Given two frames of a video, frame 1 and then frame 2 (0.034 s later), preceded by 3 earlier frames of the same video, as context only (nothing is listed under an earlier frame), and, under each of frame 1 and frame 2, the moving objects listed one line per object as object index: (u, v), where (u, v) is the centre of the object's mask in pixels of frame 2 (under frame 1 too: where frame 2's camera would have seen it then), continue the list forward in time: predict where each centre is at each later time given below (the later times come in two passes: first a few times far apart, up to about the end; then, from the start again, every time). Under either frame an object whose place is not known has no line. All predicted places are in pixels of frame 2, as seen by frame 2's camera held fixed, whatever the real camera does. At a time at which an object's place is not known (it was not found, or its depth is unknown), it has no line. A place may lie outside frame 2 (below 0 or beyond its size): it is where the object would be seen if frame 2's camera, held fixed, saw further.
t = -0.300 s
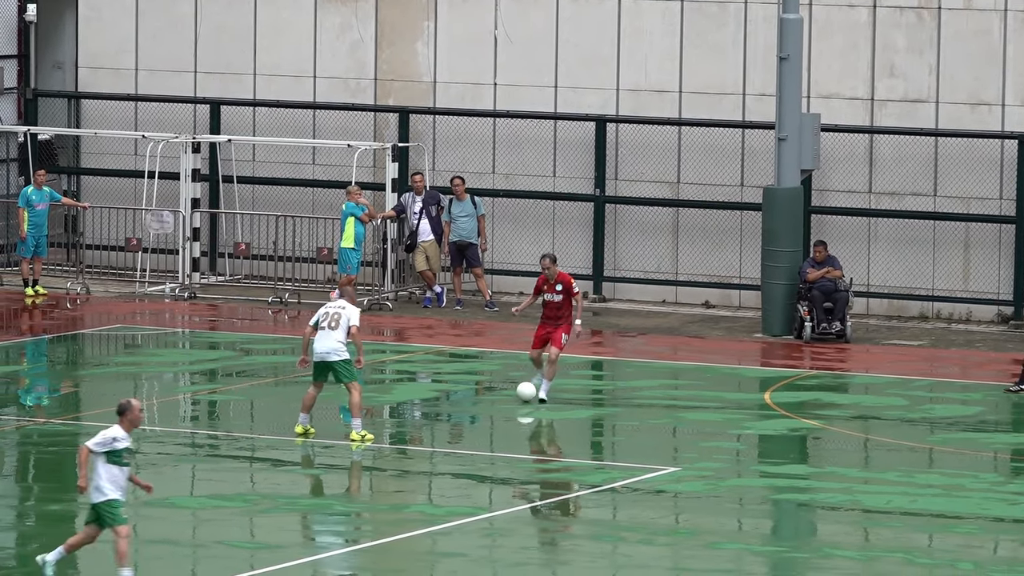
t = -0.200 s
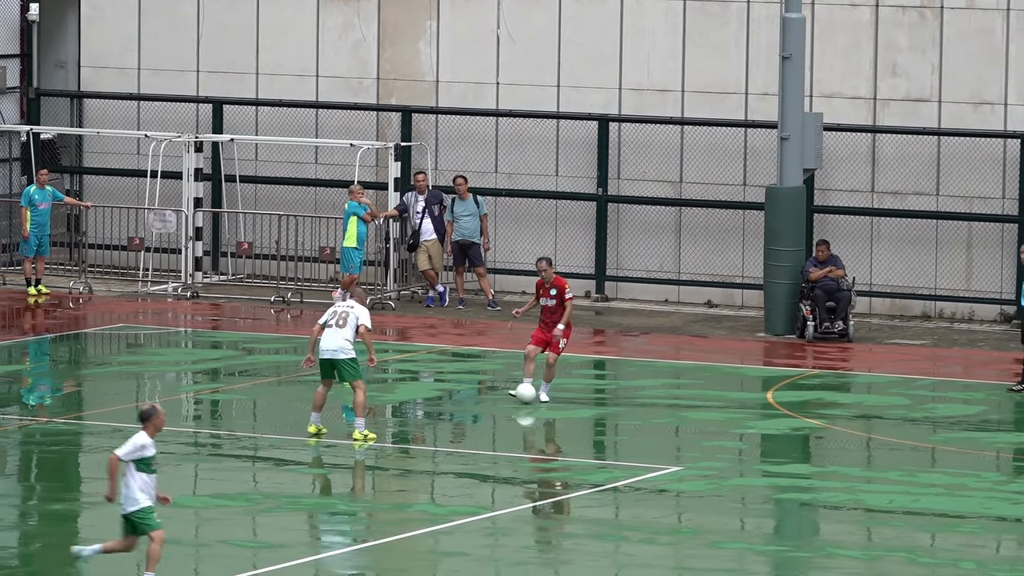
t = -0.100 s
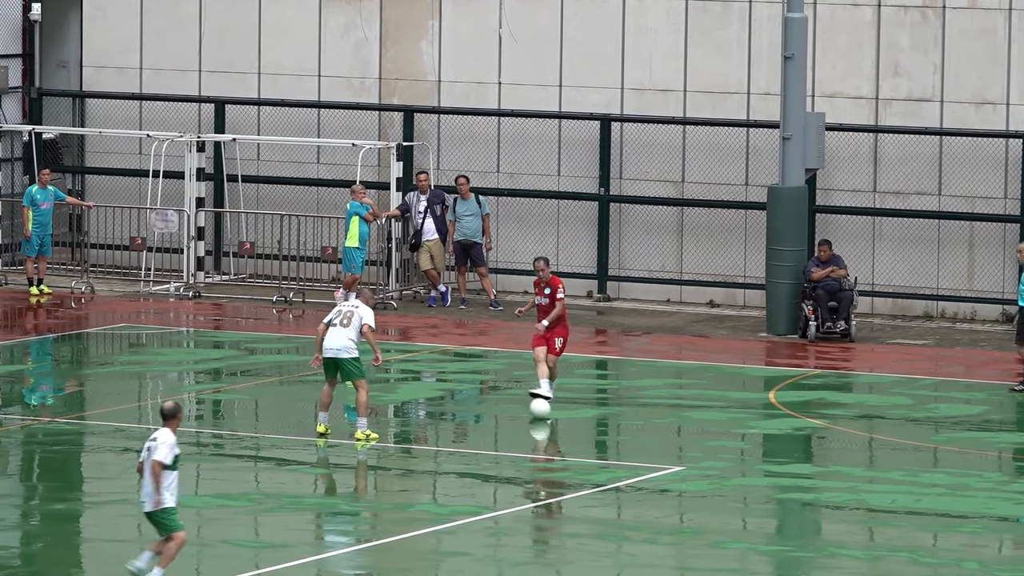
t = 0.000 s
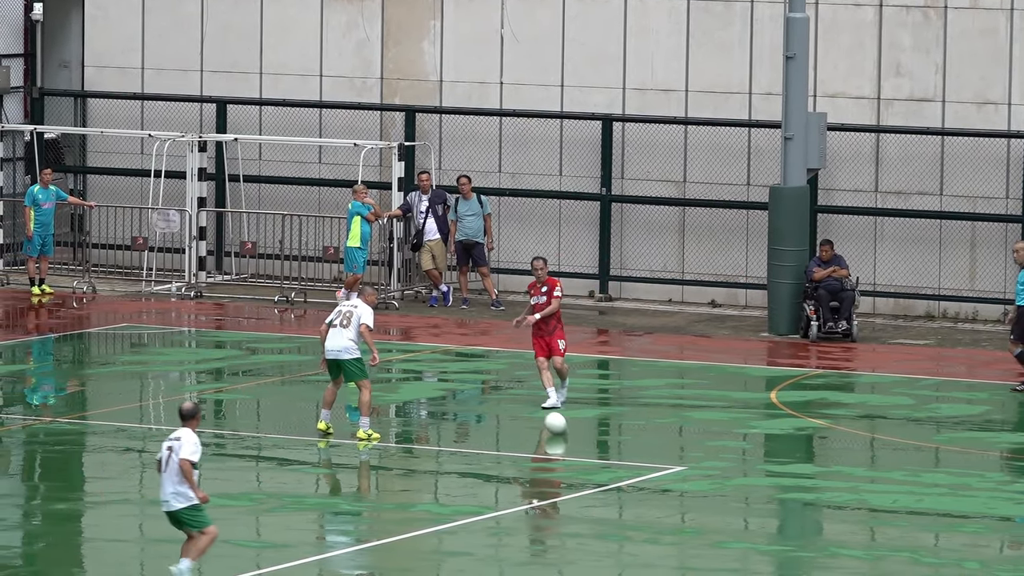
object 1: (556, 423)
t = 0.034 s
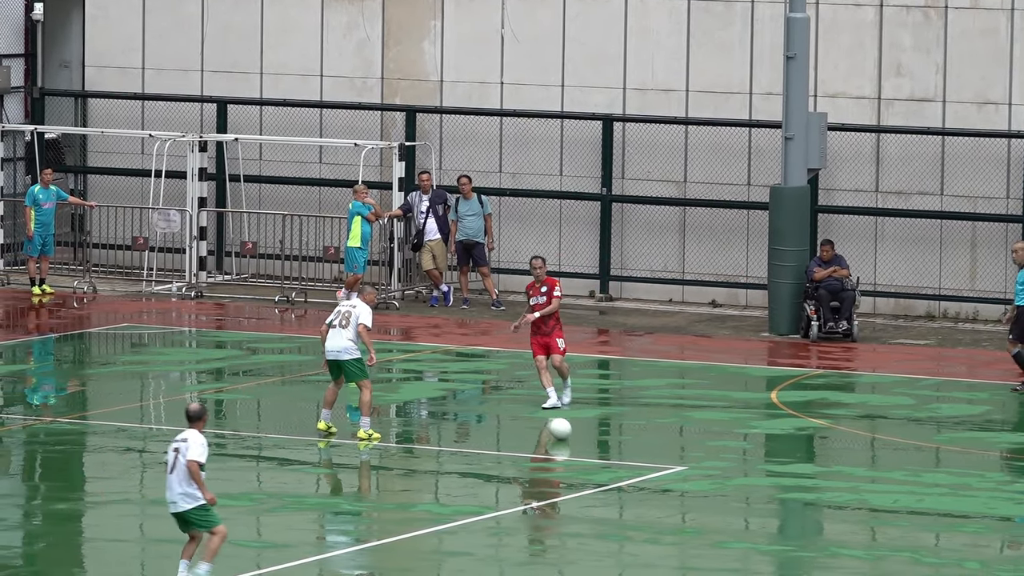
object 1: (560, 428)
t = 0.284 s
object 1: (598, 467)
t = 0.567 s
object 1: (645, 510)
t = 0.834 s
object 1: (694, 550)
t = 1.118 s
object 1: (749, 591)
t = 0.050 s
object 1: (563, 431)
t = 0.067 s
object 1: (565, 433)
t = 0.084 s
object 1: (568, 435)
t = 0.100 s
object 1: (570, 438)
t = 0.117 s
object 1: (573, 441)
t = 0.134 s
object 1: (575, 444)
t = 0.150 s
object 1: (578, 446)
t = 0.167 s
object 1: (581, 449)
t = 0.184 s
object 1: (583, 451)
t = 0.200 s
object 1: (585, 454)
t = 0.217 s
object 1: (588, 457)
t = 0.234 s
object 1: (591, 460)
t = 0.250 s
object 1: (593, 463)
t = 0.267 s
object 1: (596, 465)
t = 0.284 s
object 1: (598, 467)
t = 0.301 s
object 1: (601, 470)
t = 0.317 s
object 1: (604, 473)
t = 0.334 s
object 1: (606, 476)
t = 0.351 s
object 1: (608, 479)
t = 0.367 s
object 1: (611, 481)
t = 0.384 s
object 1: (614, 482)
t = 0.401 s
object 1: (617, 483)
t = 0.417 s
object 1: (619, 485)
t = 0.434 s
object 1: (622, 488)
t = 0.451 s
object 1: (625, 491)
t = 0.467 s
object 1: (628, 494)
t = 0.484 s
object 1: (630, 497)
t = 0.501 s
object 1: (633, 501)
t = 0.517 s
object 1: (636, 504)
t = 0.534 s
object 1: (639, 506)
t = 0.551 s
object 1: (642, 508)
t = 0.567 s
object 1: (645, 510)
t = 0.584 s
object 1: (648, 513)
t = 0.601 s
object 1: (651, 515)
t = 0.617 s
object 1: (654, 519)
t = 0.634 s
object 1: (657, 521)
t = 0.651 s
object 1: (660, 523)
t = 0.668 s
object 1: (663, 525)
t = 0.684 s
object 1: (666, 528)
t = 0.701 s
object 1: (669, 531)
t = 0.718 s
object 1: (672, 534)
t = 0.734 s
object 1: (675, 536)
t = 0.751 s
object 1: (678, 538)
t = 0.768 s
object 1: (681, 541)
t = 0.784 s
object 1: (685, 544)
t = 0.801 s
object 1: (688, 547)
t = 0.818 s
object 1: (691, 549)
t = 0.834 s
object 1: (694, 550)
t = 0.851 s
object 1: (697, 551)
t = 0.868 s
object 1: (701, 553)
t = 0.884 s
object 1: (704, 555)
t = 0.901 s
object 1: (707, 558)
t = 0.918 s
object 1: (710, 561)
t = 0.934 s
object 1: (714, 564)
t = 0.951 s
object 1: (717, 568)
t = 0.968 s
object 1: (720, 570)
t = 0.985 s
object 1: (723, 571)
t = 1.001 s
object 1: (726, 572)
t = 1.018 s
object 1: (730, 574)
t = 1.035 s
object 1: (733, 576)
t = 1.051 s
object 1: (736, 579)
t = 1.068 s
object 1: (739, 582)
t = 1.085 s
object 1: (743, 586)
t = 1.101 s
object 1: (746, 589)
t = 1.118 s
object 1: (749, 591)
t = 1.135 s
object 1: (753, 592)
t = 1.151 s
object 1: (756, 594)
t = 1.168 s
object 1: (759, 596)
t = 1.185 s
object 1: (762, 598)
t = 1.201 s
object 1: (765, 600)
